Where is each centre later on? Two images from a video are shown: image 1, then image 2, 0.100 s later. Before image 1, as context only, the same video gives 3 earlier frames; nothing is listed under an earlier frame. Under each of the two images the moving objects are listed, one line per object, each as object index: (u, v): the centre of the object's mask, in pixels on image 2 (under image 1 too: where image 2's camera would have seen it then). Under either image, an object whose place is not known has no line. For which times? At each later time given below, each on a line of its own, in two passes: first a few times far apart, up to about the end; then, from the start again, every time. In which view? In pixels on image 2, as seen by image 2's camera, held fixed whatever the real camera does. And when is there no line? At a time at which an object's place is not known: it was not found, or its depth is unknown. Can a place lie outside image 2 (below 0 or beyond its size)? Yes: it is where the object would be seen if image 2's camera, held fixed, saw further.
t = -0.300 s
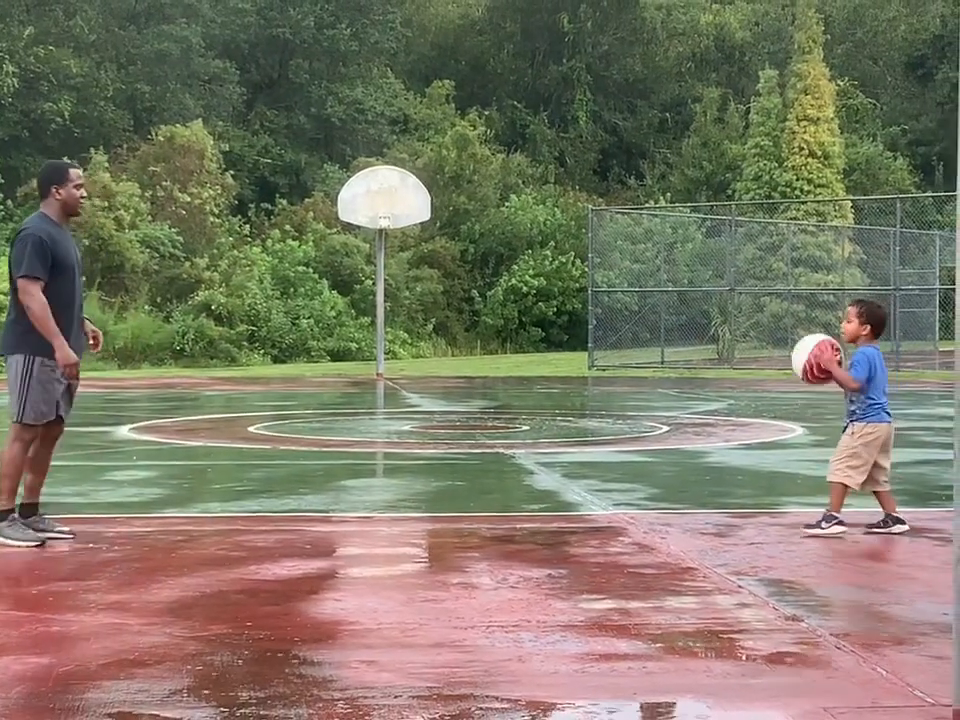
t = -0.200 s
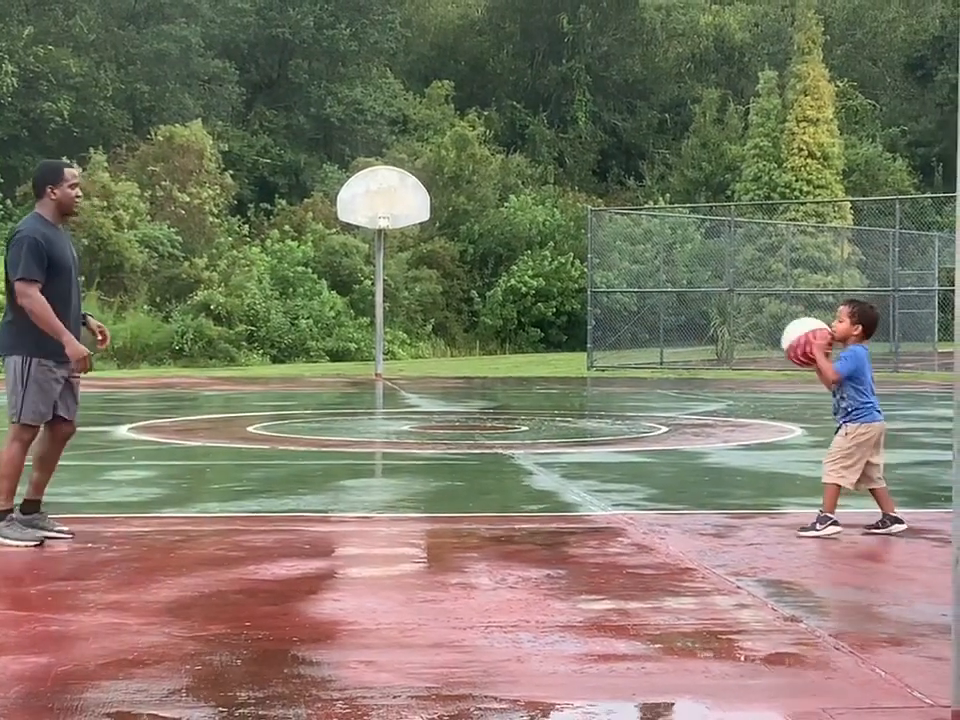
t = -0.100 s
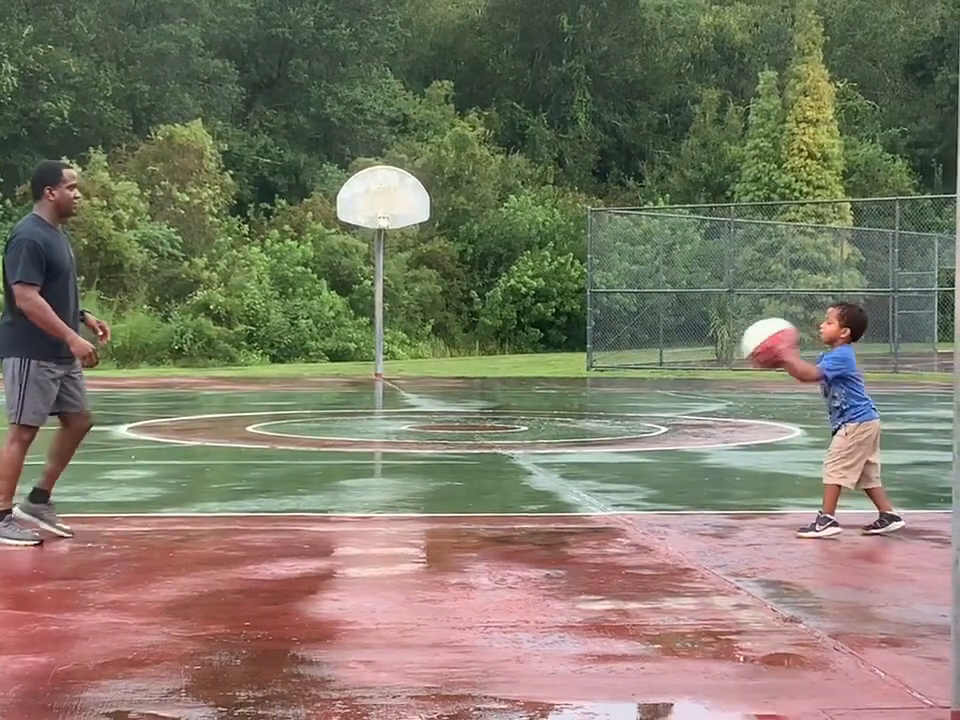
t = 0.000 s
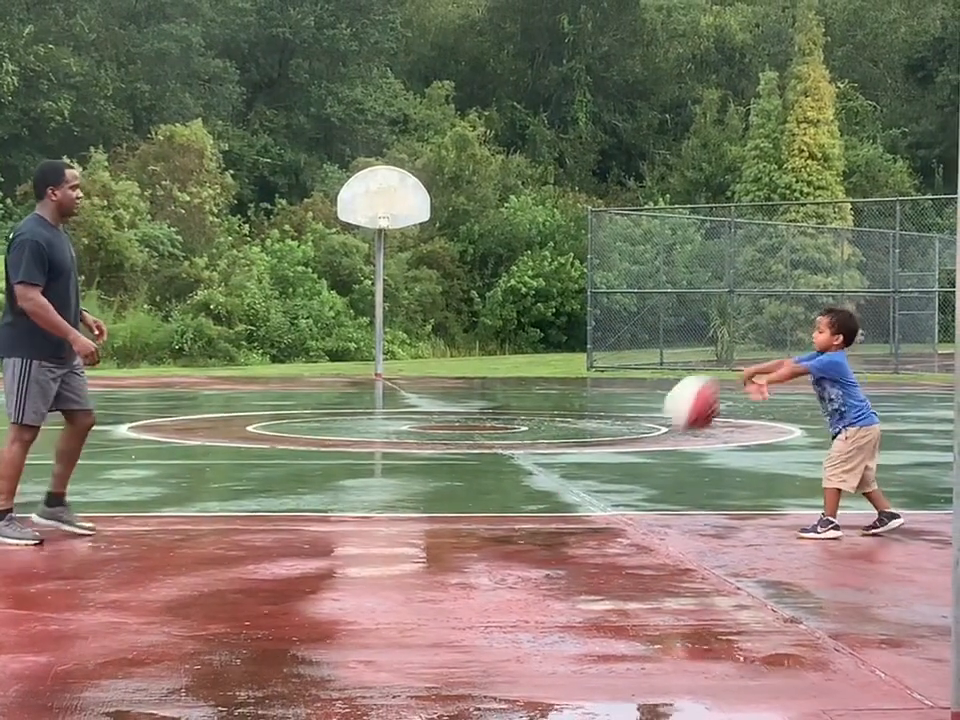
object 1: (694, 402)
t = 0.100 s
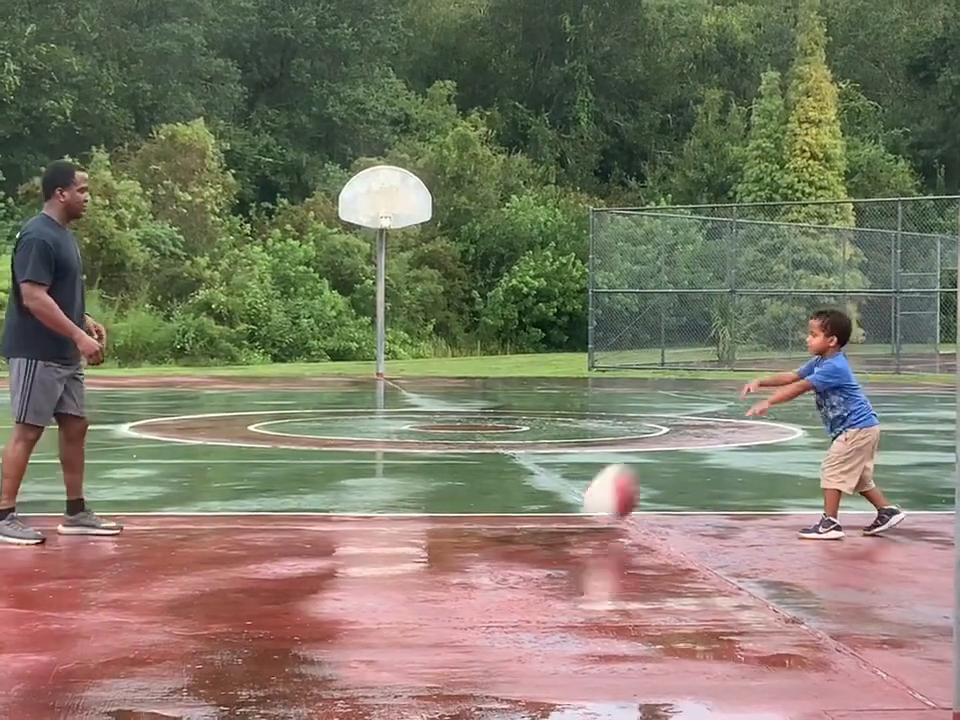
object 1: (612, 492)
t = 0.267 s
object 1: (518, 406)
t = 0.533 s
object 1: (373, 316)
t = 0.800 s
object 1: (224, 376)
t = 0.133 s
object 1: (587, 507)
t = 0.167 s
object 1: (571, 482)
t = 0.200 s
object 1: (552, 452)
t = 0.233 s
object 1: (535, 427)
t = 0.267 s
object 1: (518, 406)
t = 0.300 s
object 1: (500, 388)
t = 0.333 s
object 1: (482, 370)
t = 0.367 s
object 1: (463, 356)
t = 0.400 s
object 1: (446, 342)
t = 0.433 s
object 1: (428, 332)
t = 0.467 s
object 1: (411, 325)
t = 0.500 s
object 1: (392, 318)
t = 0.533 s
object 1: (373, 316)
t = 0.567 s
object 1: (355, 315)
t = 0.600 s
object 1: (337, 317)
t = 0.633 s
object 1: (317, 322)
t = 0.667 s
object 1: (299, 327)
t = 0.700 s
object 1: (281, 336)
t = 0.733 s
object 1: (261, 347)
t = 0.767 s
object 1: (244, 360)
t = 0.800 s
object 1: (224, 376)
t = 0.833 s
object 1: (207, 394)
